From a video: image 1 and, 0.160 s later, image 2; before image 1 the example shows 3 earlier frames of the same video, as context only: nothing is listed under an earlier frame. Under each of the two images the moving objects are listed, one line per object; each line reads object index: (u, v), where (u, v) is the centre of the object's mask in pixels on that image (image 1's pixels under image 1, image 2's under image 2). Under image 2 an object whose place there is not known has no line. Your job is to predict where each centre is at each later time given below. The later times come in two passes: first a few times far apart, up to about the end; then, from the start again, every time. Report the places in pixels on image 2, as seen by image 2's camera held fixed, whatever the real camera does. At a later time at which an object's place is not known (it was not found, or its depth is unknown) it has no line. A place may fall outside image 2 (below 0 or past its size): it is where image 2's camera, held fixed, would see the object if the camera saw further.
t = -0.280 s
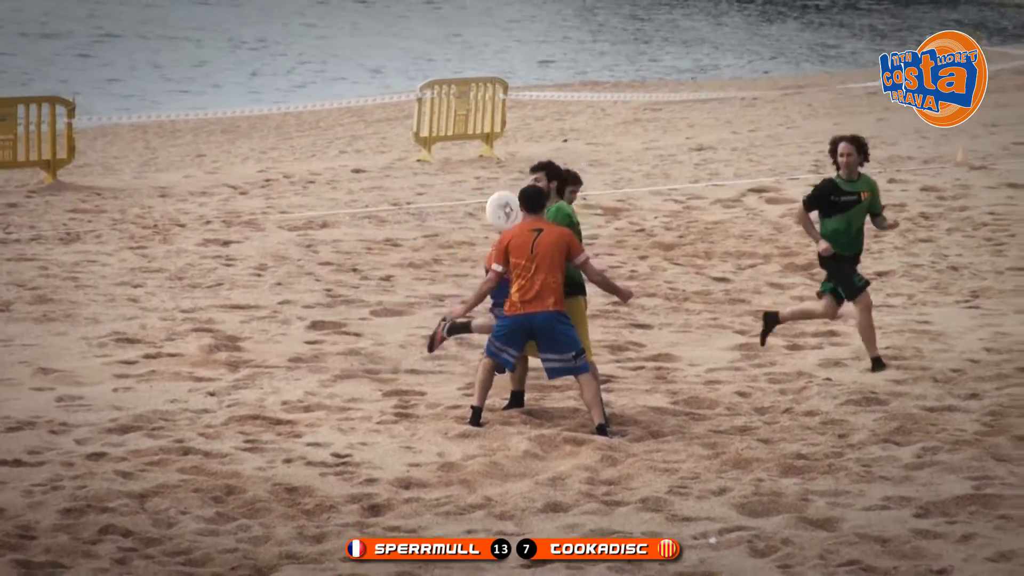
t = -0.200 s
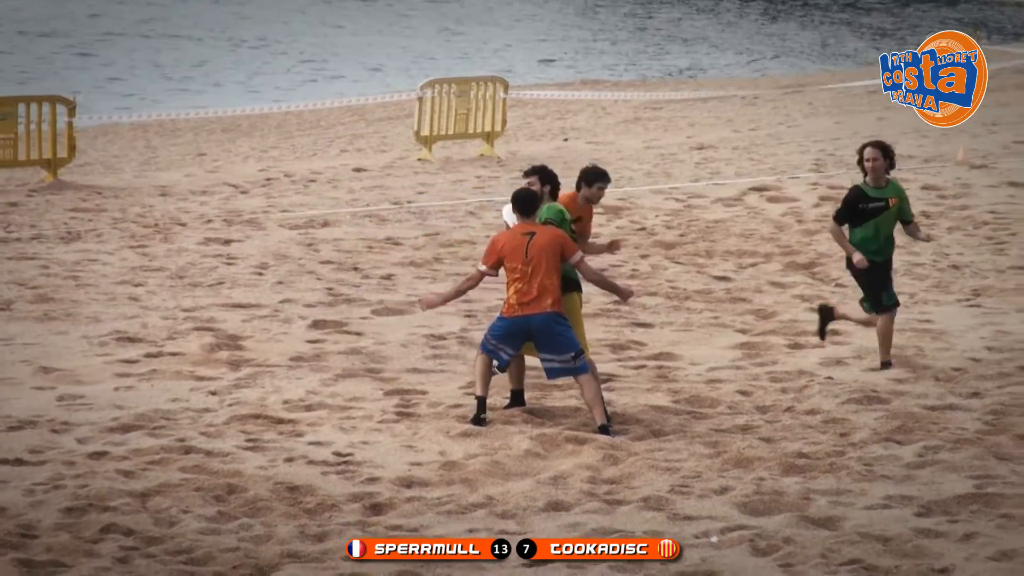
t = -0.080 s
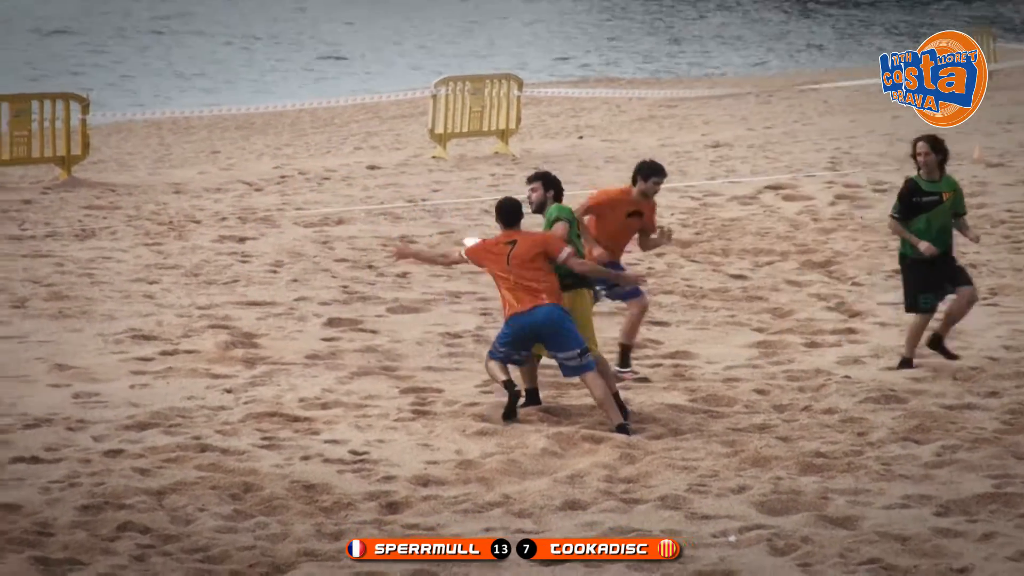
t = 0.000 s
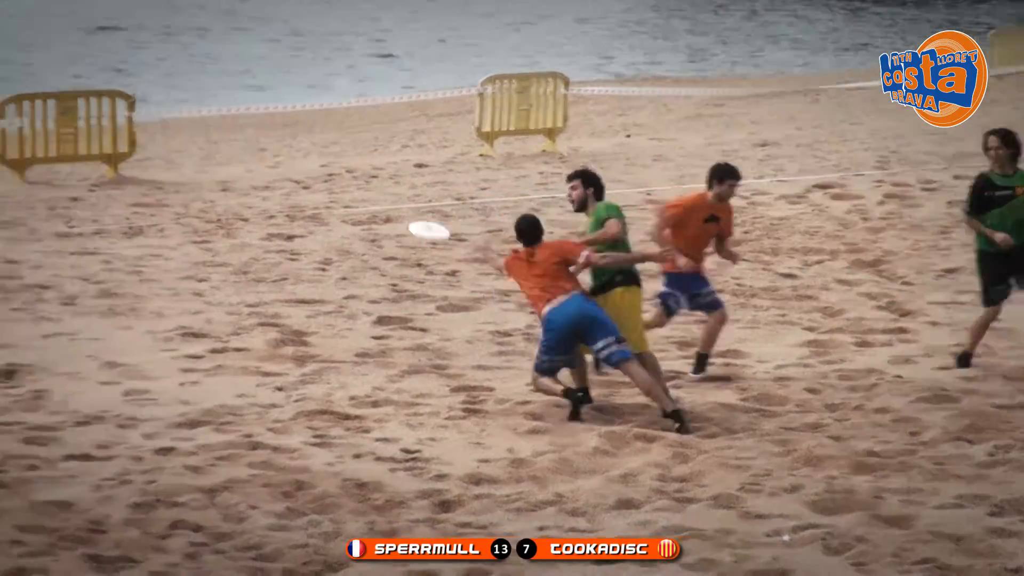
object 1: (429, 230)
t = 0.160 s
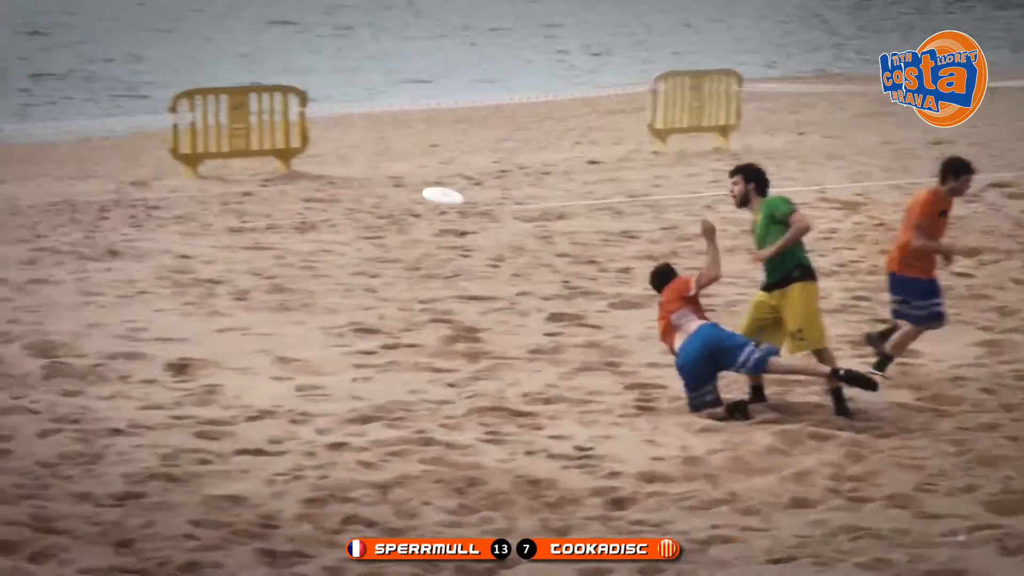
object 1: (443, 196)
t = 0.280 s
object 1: (338, 185)
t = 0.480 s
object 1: (156, 181)
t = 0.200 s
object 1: (409, 192)
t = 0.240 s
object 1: (373, 188)
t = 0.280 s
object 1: (338, 185)
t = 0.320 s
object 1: (301, 182)
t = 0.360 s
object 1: (264, 180)
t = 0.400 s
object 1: (228, 179)
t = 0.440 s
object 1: (191, 180)
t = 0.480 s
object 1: (156, 181)
